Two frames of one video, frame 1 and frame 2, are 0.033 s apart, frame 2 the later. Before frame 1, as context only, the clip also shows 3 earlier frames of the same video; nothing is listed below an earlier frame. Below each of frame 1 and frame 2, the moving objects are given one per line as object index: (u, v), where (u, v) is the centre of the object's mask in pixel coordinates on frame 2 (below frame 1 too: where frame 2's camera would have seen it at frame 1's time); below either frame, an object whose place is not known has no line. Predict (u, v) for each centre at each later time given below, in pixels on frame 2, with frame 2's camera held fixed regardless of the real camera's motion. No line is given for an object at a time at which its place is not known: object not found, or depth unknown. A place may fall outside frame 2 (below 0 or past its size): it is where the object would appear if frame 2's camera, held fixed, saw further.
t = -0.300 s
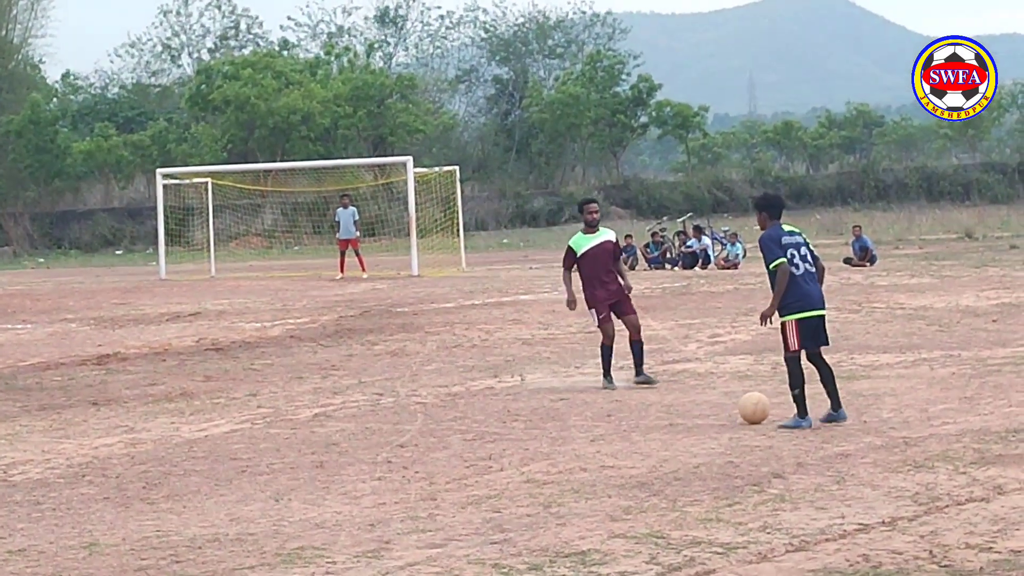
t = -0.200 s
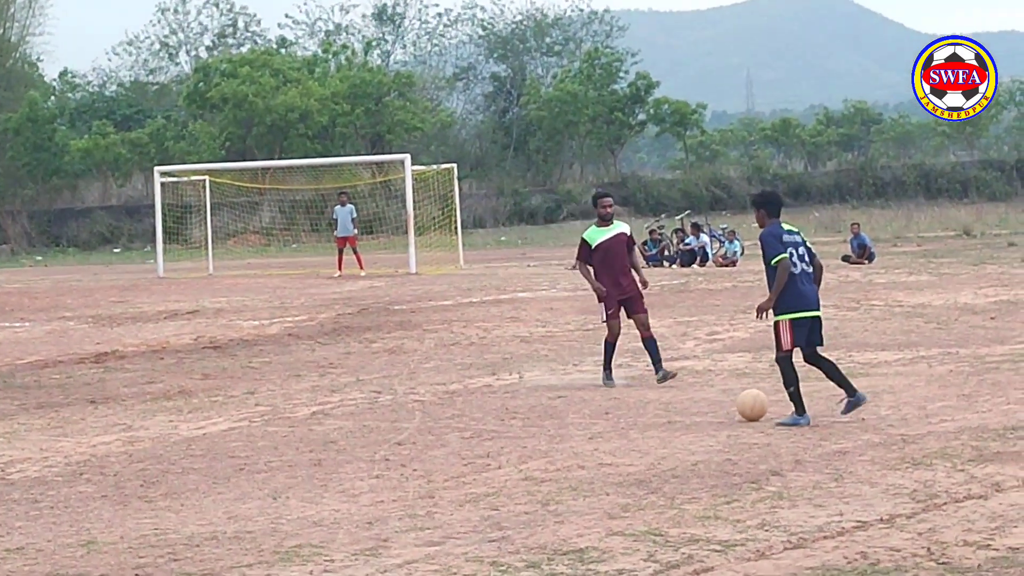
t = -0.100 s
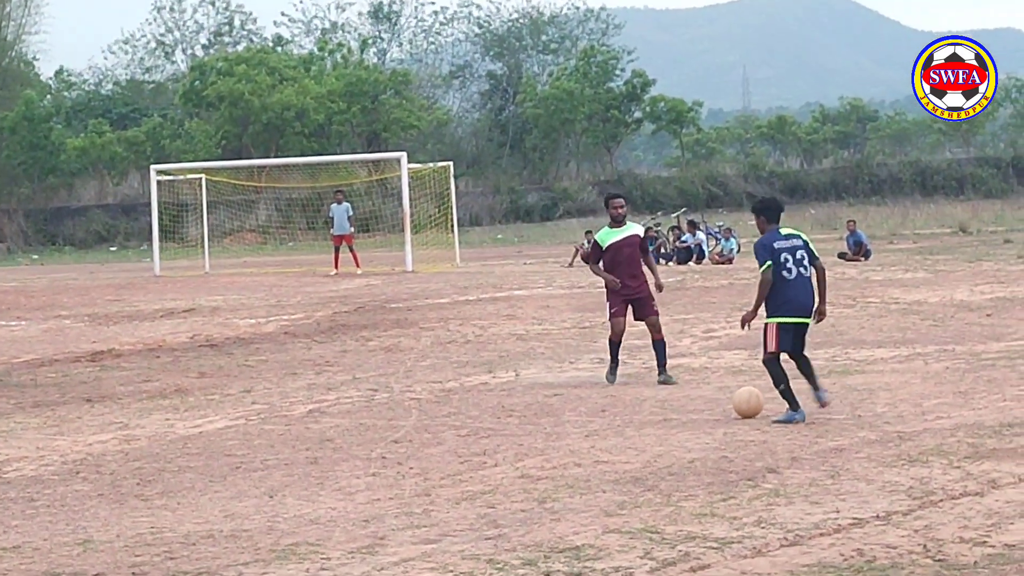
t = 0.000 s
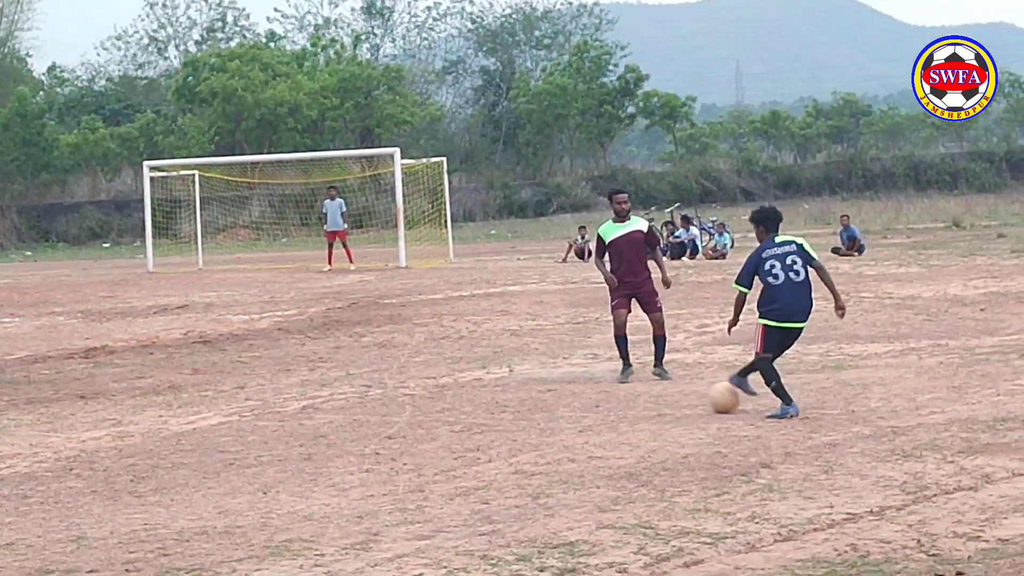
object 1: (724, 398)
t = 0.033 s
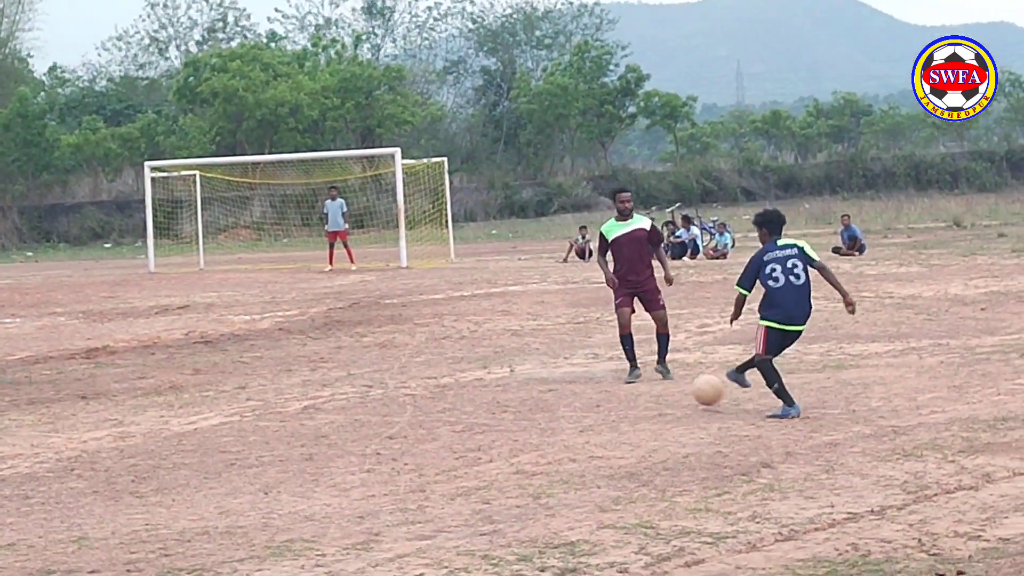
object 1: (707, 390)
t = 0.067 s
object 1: (691, 384)
